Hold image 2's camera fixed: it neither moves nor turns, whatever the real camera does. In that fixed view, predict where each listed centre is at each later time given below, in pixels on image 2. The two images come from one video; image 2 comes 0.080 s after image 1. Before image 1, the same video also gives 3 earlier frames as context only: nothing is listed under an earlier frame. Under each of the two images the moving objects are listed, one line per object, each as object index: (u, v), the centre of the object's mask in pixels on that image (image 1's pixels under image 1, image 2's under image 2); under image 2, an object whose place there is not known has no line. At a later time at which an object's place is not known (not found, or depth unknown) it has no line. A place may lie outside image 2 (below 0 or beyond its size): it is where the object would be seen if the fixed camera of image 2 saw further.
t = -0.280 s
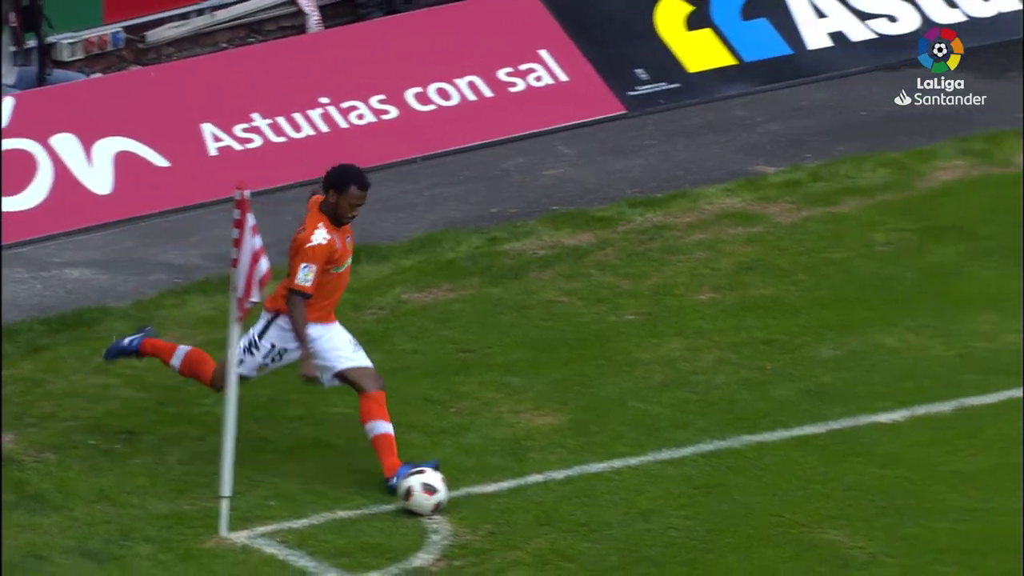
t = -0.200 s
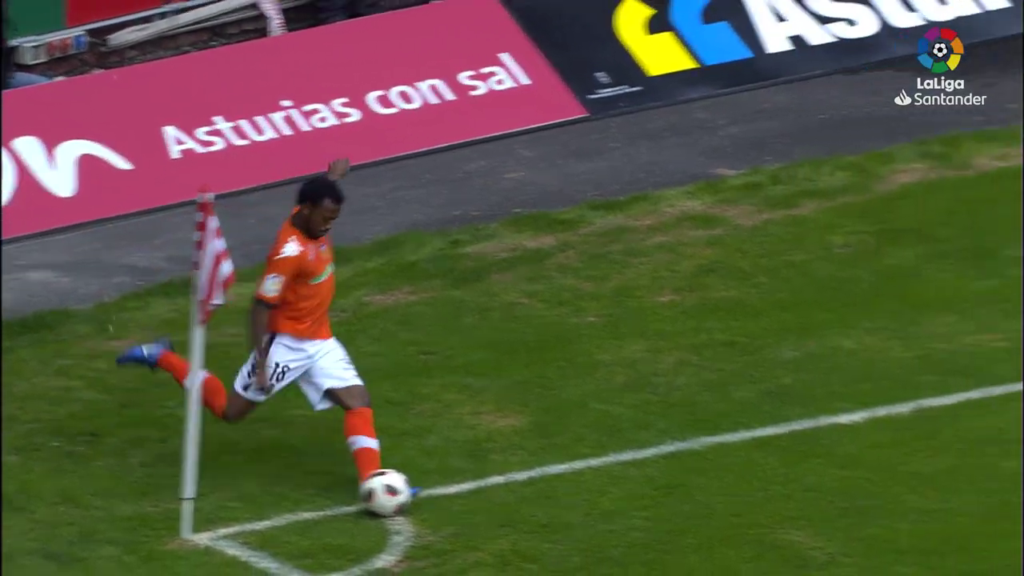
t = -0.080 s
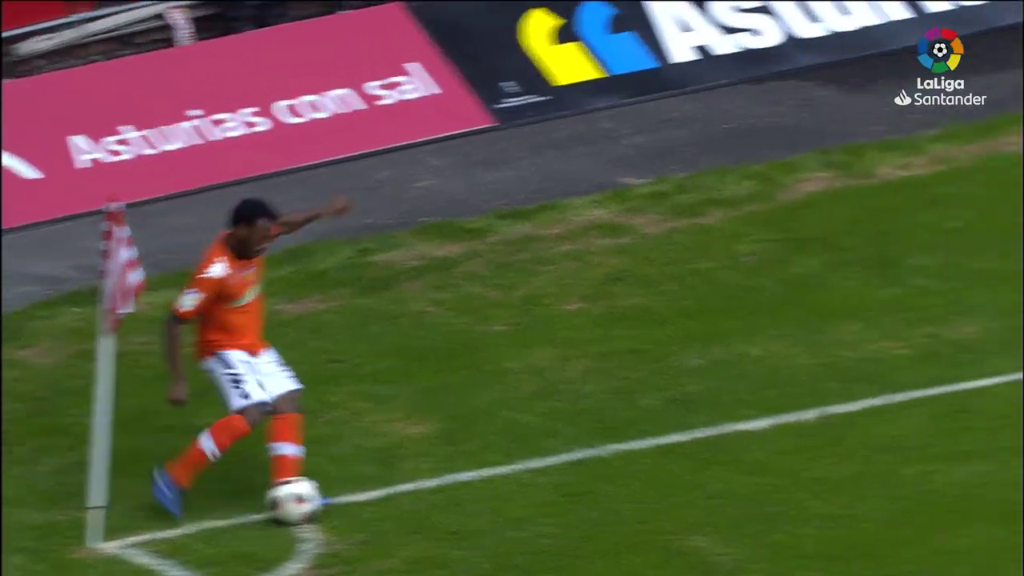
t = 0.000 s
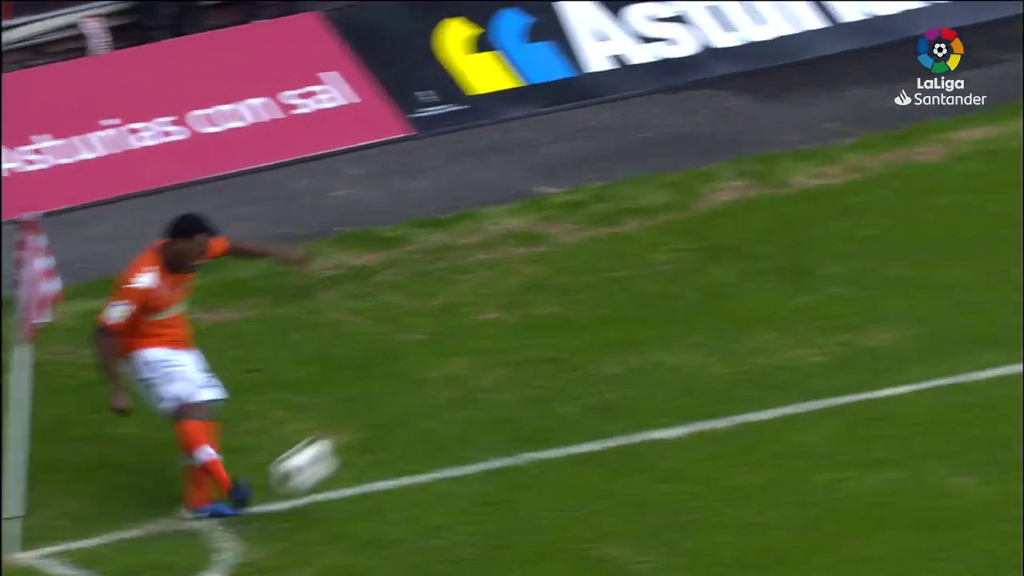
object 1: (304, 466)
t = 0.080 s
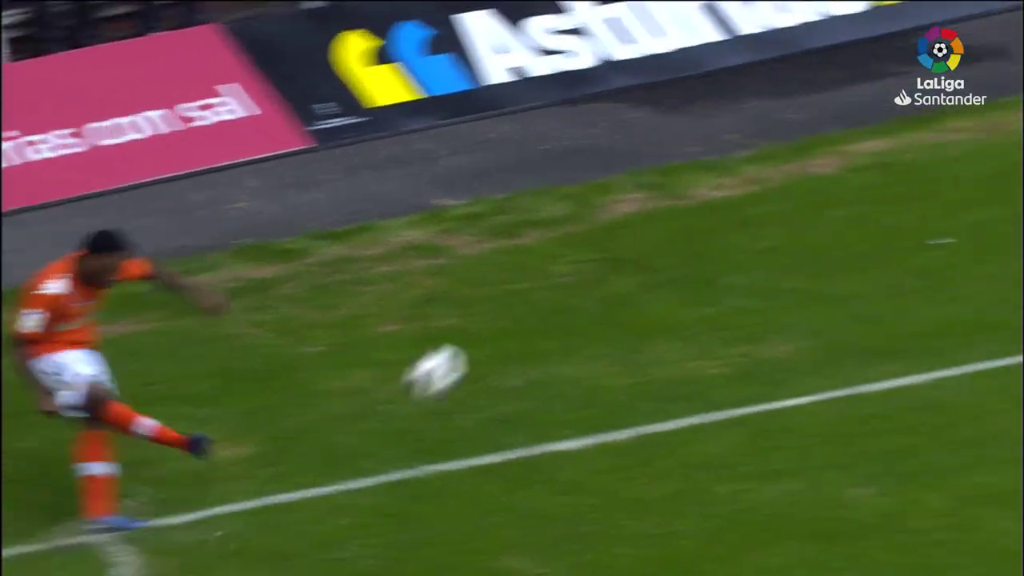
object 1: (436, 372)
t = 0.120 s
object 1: (547, 323)
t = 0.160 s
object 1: (660, 274)
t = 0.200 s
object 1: (773, 226)
